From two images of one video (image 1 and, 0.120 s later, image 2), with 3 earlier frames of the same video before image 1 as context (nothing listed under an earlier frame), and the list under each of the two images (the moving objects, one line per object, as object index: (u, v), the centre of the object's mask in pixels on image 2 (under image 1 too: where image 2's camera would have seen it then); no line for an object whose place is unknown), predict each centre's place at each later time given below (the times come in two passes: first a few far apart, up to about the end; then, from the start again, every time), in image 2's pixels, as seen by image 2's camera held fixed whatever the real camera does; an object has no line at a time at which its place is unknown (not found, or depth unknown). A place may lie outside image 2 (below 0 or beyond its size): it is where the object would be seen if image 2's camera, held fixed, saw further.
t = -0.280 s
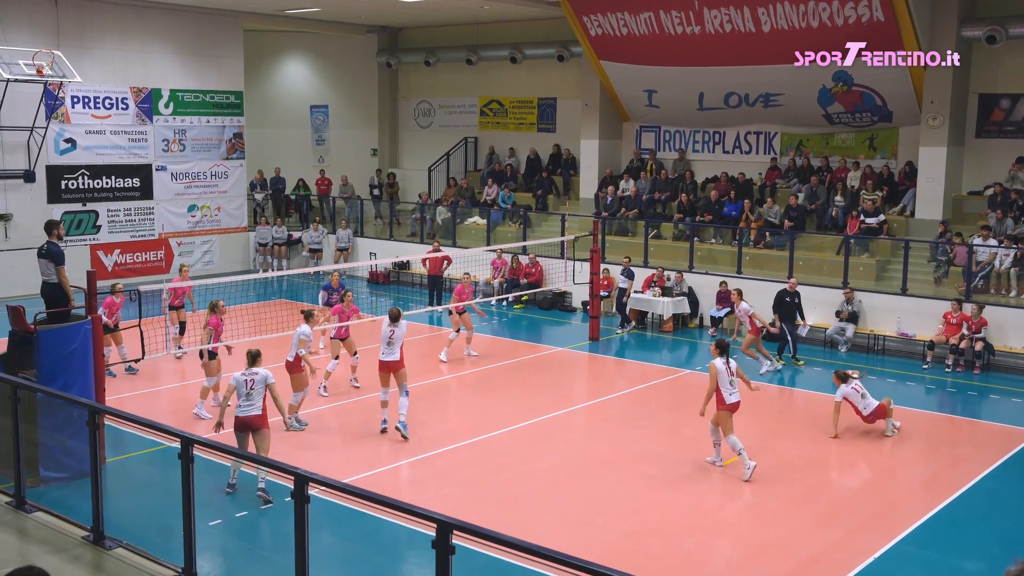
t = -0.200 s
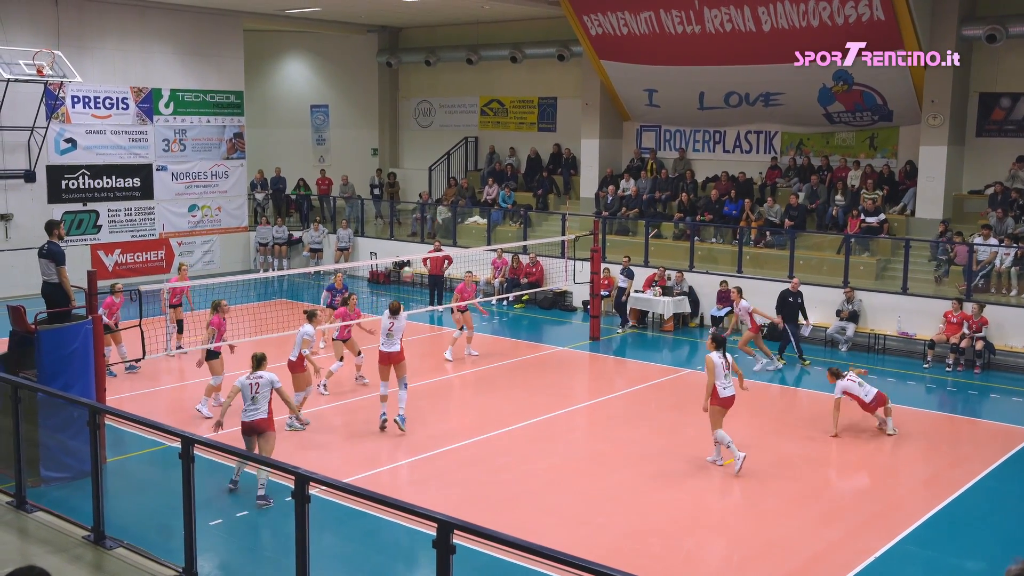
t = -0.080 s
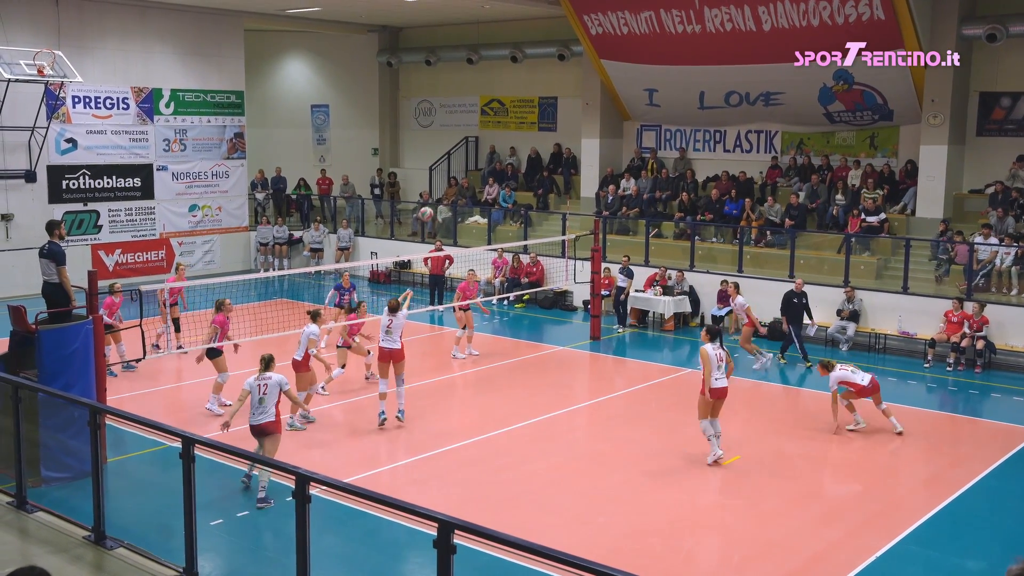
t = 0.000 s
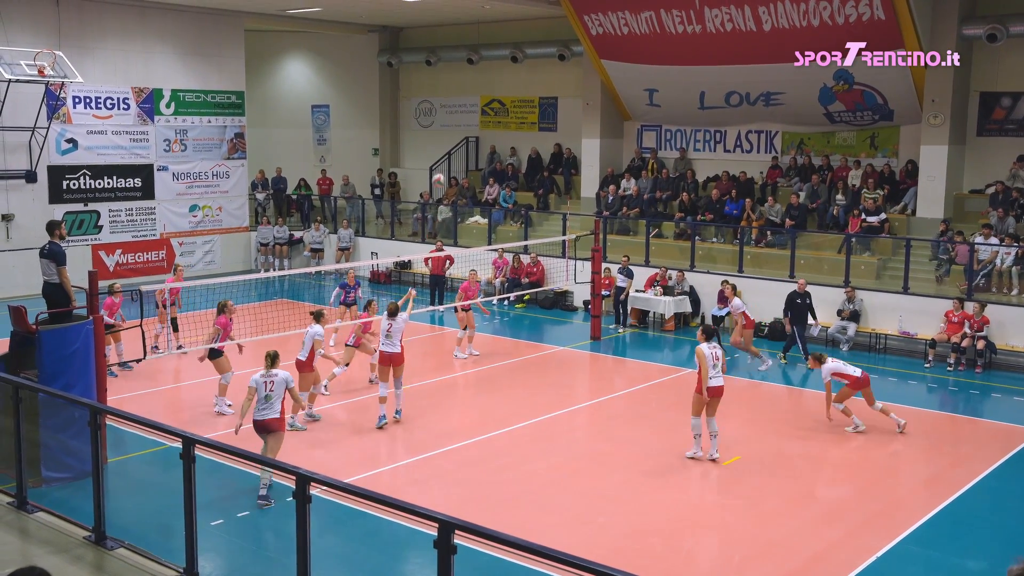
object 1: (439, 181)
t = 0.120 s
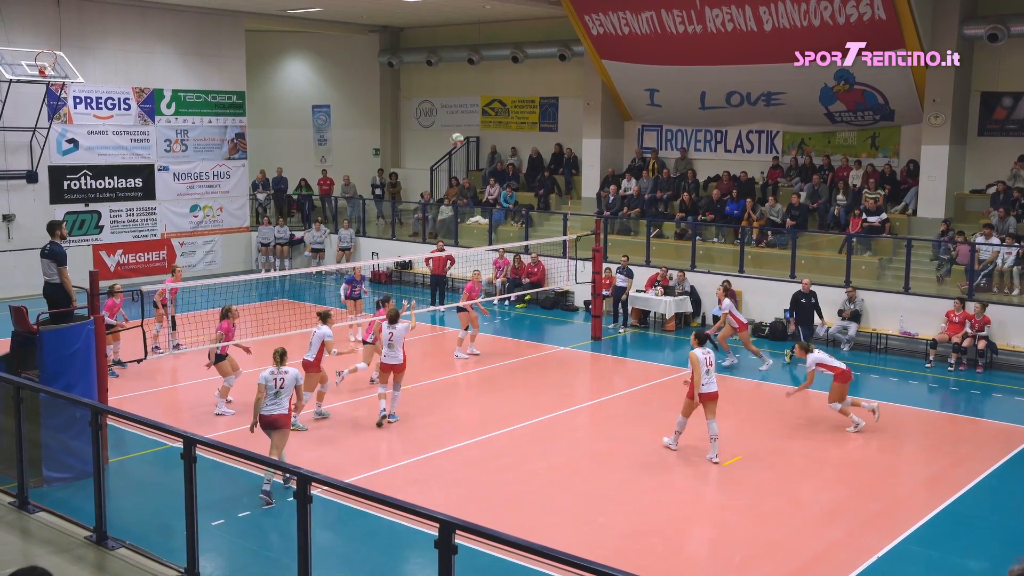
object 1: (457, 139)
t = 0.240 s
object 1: (474, 109)
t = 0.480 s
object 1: (505, 79)
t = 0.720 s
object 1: (534, 86)
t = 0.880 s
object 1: (551, 110)
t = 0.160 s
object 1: (462, 129)
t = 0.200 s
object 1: (468, 118)
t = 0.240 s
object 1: (474, 109)
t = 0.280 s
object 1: (479, 101)
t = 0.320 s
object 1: (484, 95)
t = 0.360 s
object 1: (490, 90)
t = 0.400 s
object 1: (495, 85)
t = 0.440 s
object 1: (500, 82)
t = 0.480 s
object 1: (505, 79)
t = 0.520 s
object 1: (510, 78)
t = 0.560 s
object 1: (515, 78)
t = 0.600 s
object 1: (520, 79)
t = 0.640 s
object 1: (524, 80)
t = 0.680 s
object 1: (529, 83)
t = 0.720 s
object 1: (534, 86)
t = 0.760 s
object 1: (538, 91)
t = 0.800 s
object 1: (542, 96)
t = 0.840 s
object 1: (546, 102)
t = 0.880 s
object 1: (551, 110)
